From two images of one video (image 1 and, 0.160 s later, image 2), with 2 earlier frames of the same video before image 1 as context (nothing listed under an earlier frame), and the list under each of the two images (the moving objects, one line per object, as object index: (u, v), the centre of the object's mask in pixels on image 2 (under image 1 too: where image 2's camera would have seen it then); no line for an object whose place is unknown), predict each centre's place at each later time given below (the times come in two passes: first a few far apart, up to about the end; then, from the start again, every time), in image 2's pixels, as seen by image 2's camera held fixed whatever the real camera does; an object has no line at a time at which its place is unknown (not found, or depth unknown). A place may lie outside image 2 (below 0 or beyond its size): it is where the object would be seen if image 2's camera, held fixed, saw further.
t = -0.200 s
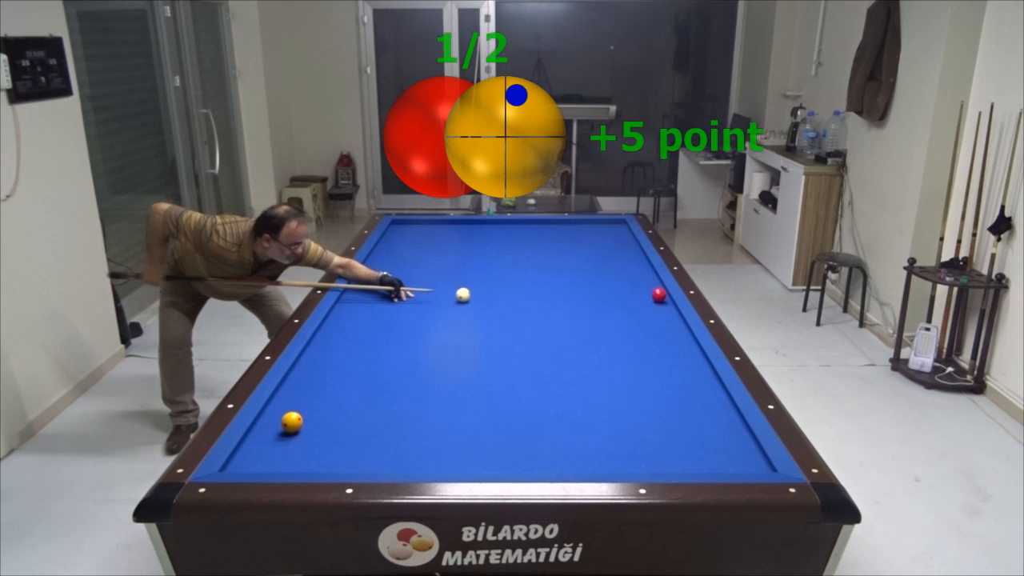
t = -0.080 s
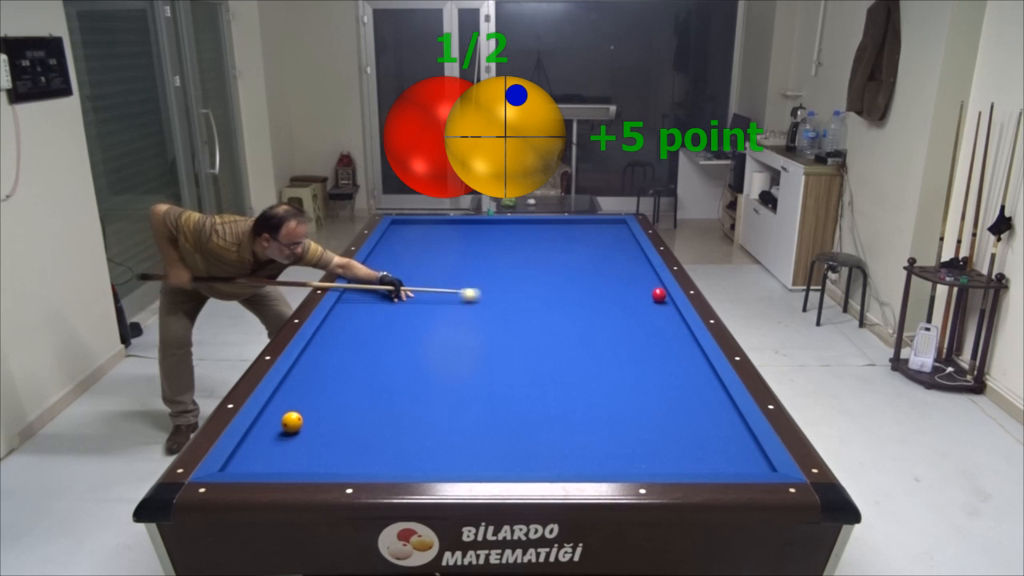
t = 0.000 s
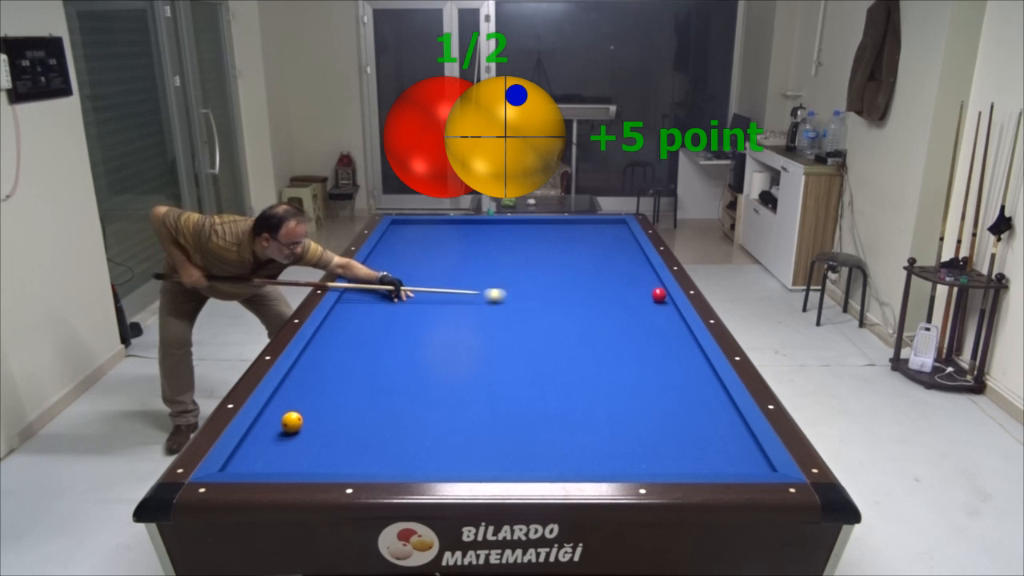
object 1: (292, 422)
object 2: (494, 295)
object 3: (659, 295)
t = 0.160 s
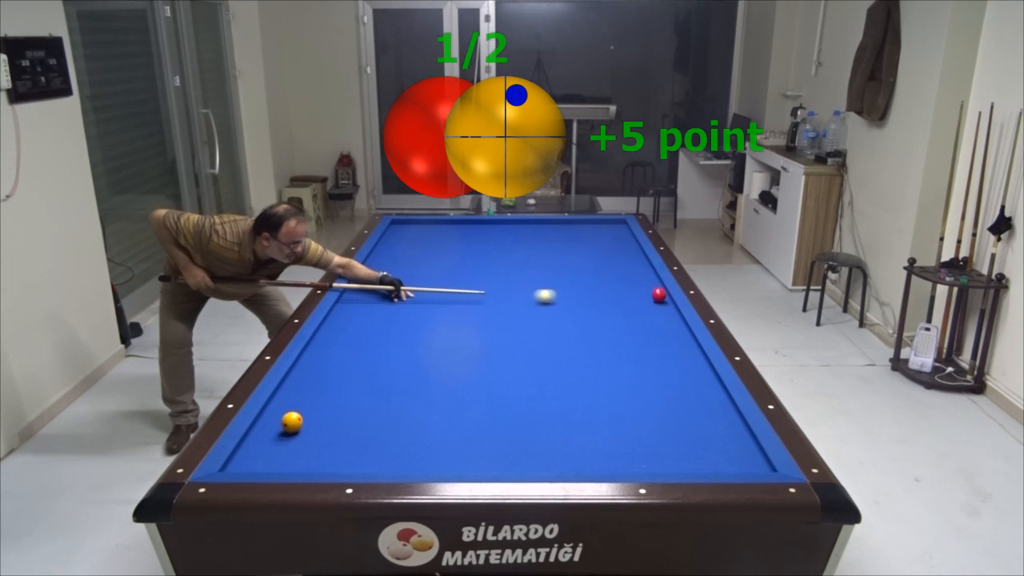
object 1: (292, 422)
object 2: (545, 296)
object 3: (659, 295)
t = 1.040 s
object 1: (292, 422)
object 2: (633, 319)
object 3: (613, 286)
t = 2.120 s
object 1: (292, 422)
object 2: (535, 365)
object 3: (528, 273)
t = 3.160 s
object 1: (292, 422)
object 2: (418, 421)
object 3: (463, 264)
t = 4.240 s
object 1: (292, 422)
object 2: (291, 457)
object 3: (412, 256)
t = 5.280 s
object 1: (300, 419)
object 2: (272, 426)
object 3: (377, 250)
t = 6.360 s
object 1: (335, 408)
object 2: (278, 418)
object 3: (395, 248)
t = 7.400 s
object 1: (353, 403)
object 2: (279, 417)
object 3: (404, 247)
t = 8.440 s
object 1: (358, 403)
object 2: (279, 417)
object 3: (405, 247)
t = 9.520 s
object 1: (358, 403)
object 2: (279, 417)
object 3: (405, 247)
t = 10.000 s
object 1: (358, 403)
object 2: (279, 417)
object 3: (405, 247)
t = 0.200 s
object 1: (292, 422)
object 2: (557, 296)
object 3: (659, 295)
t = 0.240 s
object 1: (292, 422)
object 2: (570, 296)
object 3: (659, 295)
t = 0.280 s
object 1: (292, 422)
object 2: (582, 297)
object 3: (659, 295)
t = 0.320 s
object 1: (292, 422)
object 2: (595, 297)
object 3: (659, 295)
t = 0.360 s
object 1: (292, 422)
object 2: (607, 297)
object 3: (659, 295)
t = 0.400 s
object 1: (292, 422)
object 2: (620, 297)
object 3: (659, 295)
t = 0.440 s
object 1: (292, 422)
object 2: (632, 297)
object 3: (659, 295)
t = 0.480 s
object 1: (292, 422)
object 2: (644, 298)
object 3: (659, 295)
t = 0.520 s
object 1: (292, 422)
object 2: (653, 299)
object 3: (663, 293)
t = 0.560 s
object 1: (292, 422)
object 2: (660, 301)
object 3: (658, 290)
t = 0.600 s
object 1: (292, 422)
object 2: (666, 303)
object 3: (653, 292)
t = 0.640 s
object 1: (292, 422)
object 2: (665, 304)
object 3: (649, 292)
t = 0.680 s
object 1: (292, 422)
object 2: (661, 306)
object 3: (646, 291)
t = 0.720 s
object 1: (292, 422)
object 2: (658, 307)
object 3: (642, 290)
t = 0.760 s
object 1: (292, 422)
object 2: (655, 309)
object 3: (638, 290)
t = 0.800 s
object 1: (292, 422)
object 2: (652, 310)
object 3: (634, 289)
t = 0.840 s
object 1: (292, 422)
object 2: (649, 312)
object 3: (631, 289)
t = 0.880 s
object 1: (292, 422)
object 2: (646, 313)
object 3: (627, 288)
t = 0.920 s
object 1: (292, 422)
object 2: (642, 315)
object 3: (623, 288)
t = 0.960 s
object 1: (292, 422)
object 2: (639, 316)
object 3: (620, 288)
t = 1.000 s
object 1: (292, 422)
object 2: (636, 318)
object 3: (616, 287)
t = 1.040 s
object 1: (292, 422)
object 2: (633, 319)
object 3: (613, 286)
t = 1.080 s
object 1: (292, 422)
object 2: (630, 321)
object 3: (609, 286)
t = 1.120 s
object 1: (292, 422)
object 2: (626, 322)
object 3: (606, 285)
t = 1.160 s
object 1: (292, 422)
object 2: (623, 324)
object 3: (602, 285)
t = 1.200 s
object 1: (292, 422)
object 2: (619, 325)
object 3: (599, 284)
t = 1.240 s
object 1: (292, 422)
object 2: (616, 327)
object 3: (595, 284)
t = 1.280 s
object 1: (292, 422)
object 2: (613, 328)
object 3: (592, 283)
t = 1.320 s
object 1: (292, 422)
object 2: (609, 330)
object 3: (588, 283)
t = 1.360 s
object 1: (292, 422)
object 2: (606, 332)
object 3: (585, 282)
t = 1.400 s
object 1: (292, 422)
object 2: (602, 333)
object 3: (582, 282)
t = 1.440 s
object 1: (292, 422)
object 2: (599, 335)
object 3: (579, 281)
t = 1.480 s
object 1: (292, 422)
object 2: (595, 337)
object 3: (576, 280)
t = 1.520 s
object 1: (292, 422)
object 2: (591, 338)
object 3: (572, 280)
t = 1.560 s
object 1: (292, 422)
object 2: (588, 340)
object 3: (569, 280)
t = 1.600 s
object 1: (292, 422)
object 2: (584, 342)
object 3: (566, 279)
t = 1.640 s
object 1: (292, 422)
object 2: (581, 344)
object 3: (563, 279)
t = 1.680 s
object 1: (292, 422)
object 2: (577, 345)
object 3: (560, 278)
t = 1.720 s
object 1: (292, 422)
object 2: (573, 347)
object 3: (557, 278)
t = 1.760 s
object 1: (292, 422)
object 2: (569, 349)
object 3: (554, 277)
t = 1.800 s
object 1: (292, 422)
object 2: (566, 351)
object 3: (551, 277)
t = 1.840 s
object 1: (292, 422)
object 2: (562, 352)
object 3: (548, 276)
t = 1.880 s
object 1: (292, 422)
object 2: (558, 354)
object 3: (545, 276)
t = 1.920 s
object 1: (292, 422)
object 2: (554, 356)
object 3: (542, 276)
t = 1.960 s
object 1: (292, 422)
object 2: (550, 358)
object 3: (539, 275)
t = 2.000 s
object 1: (292, 422)
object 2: (546, 360)
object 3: (536, 275)
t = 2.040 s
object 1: (292, 422)
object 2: (542, 362)
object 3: (533, 274)
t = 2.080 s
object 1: (292, 422)
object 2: (538, 364)
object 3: (531, 274)
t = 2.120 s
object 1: (292, 422)
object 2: (535, 365)
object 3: (528, 273)
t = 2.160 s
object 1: (292, 422)
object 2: (530, 367)
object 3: (525, 273)
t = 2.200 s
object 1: (292, 422)
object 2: (526, 369)
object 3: (522, 272)
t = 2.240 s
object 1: (292, 422)
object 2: (522, 371)
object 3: (519, 272)
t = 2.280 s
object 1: (292, 422)
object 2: (518, 373)
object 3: (517, 272)
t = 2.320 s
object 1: (292, 422)
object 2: (514, 375)
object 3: (514, 271)
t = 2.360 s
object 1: (292, 422)
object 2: (509, 377)
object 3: (511, 271)
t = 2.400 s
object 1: (292, 422)
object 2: (505, 379)
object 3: (508, 271)
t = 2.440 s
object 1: (292, 422)
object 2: (501, 381)
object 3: (506, 270)
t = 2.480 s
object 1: (292, 422)
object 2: (497, 383)
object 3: (503, 270)
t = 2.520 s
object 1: (292, 422)
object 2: (492, 385)
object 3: (501, 269)
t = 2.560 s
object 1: (292, 422)
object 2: (488, 387)
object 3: (498, 269)
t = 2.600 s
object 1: (292, 422)
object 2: (484, 389)
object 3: (496, 269)
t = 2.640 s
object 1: (292, 422)
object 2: (479, 391)
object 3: (493, 268)
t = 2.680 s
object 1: (292, 422)
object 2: (475, 394)
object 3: (491, 268)
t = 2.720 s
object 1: (292, 422)
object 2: (470, 396)
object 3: (488, 268)
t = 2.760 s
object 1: (292, 422)
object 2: (466, 398)
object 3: (486, 267)
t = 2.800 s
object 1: (292, 422)
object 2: (461, 400)
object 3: (483, 267)
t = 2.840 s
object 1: (292, 422)
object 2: (456, 402)
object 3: (481, 267)
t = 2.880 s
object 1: (292, 422)
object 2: (452, 405)
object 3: (479, 266)
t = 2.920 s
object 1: (292, 422)
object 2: (447, 407)
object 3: (476, 266)
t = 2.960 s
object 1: (292, 422)
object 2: (442, 409)
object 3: (474, 265)
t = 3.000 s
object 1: (292, 422)
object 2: (437, 412)
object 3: (472, 265)
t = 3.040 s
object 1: (292, 422)
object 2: (433, 414)
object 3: (469, 265)
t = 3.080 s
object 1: (292, 422)
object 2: (428, 416)
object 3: (467, 265)
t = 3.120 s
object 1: (292, 422)
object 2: (423, 418)
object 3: (465, 264)
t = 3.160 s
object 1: (292, 422)
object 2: (418, 421)
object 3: (463, 264)
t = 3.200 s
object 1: (292, 422)
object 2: (413, 423)
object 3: (461, 264)
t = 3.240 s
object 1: (292, 422)
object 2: (408, 426)
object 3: (459, 263)
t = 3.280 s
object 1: (292, 422)
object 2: (403, 428)
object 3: (457, 263)
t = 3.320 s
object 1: (292, 422)
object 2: (398, 430)
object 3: (454, 263)
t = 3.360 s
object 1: (292, 422)
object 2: (392, 433)
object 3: (452, 262)
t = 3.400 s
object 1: (292, 422)
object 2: (388, 435)
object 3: (450, 262)
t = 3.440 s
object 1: (292, 422)
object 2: (382, 437)
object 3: (448, 262)
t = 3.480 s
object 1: (292, 422)
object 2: (377, 440)
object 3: (446, 262)
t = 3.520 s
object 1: (292, 422)
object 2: (372, 443)
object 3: (444, 261)
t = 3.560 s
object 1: (292, 422)
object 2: (366, 445)
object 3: (442, 261)
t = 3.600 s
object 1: (292, 422)
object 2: (361, 447)
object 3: (440, 261)
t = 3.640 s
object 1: (292, 422)
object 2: (355, 450)
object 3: (438, 261)
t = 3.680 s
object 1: (292, 422)
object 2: (350, 453)
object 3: (436, 260)
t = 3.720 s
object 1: (292, 422)
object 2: (344, 455)
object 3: (434, 260)
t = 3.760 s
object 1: (292, 422)
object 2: (339, 458)
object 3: (432, 260)
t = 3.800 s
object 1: (292, 422)
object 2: (333, 460)
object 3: (431, 260)
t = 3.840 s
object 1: (292, 422)
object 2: (328, 461)
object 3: (429, 259)
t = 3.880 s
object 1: (292, 422)
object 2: (322, 463)
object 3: (427, 259)
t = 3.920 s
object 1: (292, 422)
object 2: (316, 465)
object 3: (425, 258)
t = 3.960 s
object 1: (292, 422)
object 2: (312, 465)
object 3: (423, 258)
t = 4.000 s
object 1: (292, 422)
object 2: (309, 463)
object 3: (422, 258)
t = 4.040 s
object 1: (292, 422)
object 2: (306, 462)
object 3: (420, 258)
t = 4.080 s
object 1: (292, 422)
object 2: (303, 461)
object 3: (418, 257)
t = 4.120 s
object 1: (292, 422)
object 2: (300, 460)
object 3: (416, 257)
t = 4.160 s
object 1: (292, 422)
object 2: (297, 459)
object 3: (415, 257)
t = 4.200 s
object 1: (292, 422)
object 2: (294, 458)
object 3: (413, 256)
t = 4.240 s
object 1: (292, 422)
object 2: (291, 457)
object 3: (412, 256)
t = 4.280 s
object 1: (292, 422)
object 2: (288, 455)
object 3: (410, 256)
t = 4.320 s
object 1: (292, 422)
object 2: (286, 453)
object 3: (408, 256)
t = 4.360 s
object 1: (292, 422)
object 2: (283, 452)
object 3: (406, 256)
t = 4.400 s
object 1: (292, 422)
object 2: (280, 450)
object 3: (405, 255)
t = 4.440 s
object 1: (292, 422)
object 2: (278, 449)
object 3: (403, 255)
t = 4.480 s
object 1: (292, 422)
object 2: (275, 448)
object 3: (402, 255)
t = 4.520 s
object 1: (292, 422)
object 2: (272, 446)
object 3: (400, 255)
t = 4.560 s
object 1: (292, 422)
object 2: (270, 445)
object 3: (399, 254)
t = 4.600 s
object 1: (292, 422)
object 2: (267, 444)
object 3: (397, 254)
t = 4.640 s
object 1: (292, 422)
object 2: (265, 442)
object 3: (396, 254)
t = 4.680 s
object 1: (292, 422)
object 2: (263, 441)
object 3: (394, 253)
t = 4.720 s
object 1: (292, 422)
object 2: (260, 440)
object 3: (393, 253)
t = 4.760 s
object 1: (292, 422)
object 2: (258, 438)
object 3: (391, 253)
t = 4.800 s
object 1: (292, 422)
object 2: (255, 437)
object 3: (390, 253)
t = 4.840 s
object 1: (292, 422)
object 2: (255, 435)
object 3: (389, 252)
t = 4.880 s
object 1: (292, 422)
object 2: (258, 434)
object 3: (387, 252)
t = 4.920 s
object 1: (292, 422)
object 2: (261, 433)
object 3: (386, 252)
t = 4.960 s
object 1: (292, 422)
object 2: (263, 432)
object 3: (384, 252)
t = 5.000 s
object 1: (292, 422)
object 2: (266, 431)
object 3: (383, 252)
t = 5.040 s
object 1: (292, 422)
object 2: (268, 429)
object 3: (382, 252)
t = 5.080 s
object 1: (292, 422)
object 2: (270, 428)
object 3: (380, 251)
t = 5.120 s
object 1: (293, 421)
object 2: (271, 428)
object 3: (379, 251)
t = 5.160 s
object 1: (295, 421)
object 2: (271, 427)
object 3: (378, 251)
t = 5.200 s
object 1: (297, 420)
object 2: (272, 427)
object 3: (377, 251)
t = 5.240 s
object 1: (299, 420)
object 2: (272, 426)
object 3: (377, 250)
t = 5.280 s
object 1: (300, 419)
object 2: (272, 426)
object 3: (377, 250)
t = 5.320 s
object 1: (302, 418)
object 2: (273, 426)
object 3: (378, 250)
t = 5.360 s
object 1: (304, 418)
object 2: (273, 425)
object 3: (379, 250)
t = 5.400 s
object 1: (305, 418)
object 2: (273, 425)
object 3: (380, 250)
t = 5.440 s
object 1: (307, 417)
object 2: (274, 424)
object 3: (381, 250)
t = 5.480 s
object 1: (308, 417)
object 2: (274, 424)
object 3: (381, 250)
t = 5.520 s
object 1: (309, 416)
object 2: (274, 423)
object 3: (382, 250)
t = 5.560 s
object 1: (311, 416)
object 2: (274, 423)
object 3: (383, 250)
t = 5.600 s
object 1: (312, 415)
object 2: (275, 423)
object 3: (383, 249)
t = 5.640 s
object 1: (314, 415)
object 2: (275, 422)
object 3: (384, 249)
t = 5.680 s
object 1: (315, 414)
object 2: (275, 422)
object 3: (385, 249)
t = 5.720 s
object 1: (316, 414)
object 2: (275, 422)
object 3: (386, 249)
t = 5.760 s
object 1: (317, 413)
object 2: (275, 421)
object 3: (386, 249)
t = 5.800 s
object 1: (319, 413)
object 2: (276, 421)
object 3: (387, 249)
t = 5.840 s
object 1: (320, 412)
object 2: (276, 421)
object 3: (388, 249)
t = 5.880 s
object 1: (321, 412)
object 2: (276, 421)
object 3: (388, 249)
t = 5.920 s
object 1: (322, 412)
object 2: (276, 420)
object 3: (389, 249)
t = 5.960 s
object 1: (324, 412)
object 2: (277, 420)
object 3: (389, 248)
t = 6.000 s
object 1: (325, 411)
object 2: (277, 420)
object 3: (390, 248)
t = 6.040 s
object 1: (326, 411)
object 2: (277, 420)
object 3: (391, 248)
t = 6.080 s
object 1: (327, 410)
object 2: (277, 420)
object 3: (391, 248)
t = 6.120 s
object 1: (328, 410)
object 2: (277, 419)
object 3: (392, 248)
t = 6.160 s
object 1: (329, 410)
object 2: (278, 419)
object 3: (393, 248)
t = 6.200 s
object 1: (330, 409)
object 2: (278, 419)
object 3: (393, 248)
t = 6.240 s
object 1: (331, 409)
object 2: (278, 419)
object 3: (394, 248)
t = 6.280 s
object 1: (332, 409)
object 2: (278, 418)
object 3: (394, 248)
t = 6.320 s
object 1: (333, 408)
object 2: (278, 418)
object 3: (395, 248)
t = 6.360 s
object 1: (335, 408)
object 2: (278, 418)
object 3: (395, 248)
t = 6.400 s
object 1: (335, 407)
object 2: (278, 418)
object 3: (396, 248)
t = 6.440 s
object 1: (336, 407)
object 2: (279, 418)
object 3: (396, 248)
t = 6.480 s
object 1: (337, 407)
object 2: (279, 418)
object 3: (396, 248)
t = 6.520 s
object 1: (338, 407)
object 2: (279, 418)
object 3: (397, 247)
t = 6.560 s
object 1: (339, 406)
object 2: (279, 418)
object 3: (397, 247)
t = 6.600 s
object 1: (340, 406)
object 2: (279, 418)
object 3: (398, 247)
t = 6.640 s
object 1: (341, 406)
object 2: (279, 418)
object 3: (398, 247)
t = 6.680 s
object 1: (342, 406)
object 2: (279, 418)
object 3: (399, 247)
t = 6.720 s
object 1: (342, 405)
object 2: (279, 418)
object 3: (399, 247)
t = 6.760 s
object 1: (343, 405)
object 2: (279, 418)
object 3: (399, 247)
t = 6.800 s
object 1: (344, 405)
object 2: (279, 418)
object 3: (400, 247)
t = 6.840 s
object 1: (345, 405)
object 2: (279, 418)
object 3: (400, 247)
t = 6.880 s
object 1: (345, 404)
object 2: (279, 418)
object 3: (401, 247)
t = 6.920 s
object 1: (346, 404)
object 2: (279, 418)
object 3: (401, 247)
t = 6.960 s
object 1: (347, 404)
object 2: (279, 418)
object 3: (401, 247)
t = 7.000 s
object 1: (347, 404)
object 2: (279, 418)
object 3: (402, 247)
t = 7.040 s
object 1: (348, 404)
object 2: (279, 417)
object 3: (402, 247)
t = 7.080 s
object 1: (349, 404)
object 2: (279, 417)
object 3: (402, 247)
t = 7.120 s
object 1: (349, 403)
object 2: (279, 418)
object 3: (402, 247)
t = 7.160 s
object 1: (350, 403)
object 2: (279, 417)
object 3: (403, 247)
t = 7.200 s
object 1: (350, 403)
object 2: (279, 417)
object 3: (403, 247)
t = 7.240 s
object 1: (351, 403)
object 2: (279, 417)
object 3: (403, 247)
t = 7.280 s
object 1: (352, 403)
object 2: (279, 418)
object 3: (403, 247)
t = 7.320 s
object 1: (352, 403)
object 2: (279, 418)
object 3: (403, 247)
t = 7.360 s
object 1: (353, 403)
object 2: (279, 417)
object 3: (404, 247)
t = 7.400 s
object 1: (353, 403)
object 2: (279, 417)
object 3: (404, 247)
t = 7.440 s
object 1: (354, 403)
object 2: (279, 417)
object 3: (404, 247)
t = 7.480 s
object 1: (354, 403)
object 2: (279, 417)
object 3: (404, 247)
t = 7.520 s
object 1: (355, 403)
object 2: (279, 417)
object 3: (404, 247)
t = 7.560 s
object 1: (355, 403)
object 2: (279, 417)
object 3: (404, 247)
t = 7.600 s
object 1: (355, 403)
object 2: (279, 417)
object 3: (405, 247)
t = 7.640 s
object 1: (356, 403)
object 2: (279, 417)
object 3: (405, 247)
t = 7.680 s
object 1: (356, 403)
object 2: (279, 417)
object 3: (405, 247)
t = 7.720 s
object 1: (356, 403)
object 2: (279, 417)
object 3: (405, 247)
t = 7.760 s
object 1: (356, 403)
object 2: (279, 417)
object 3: (405, 247)
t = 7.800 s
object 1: (356, 403)
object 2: (279, 417)
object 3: (405, 247)
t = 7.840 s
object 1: (357, 403)
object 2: (279, 417)
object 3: (405, 247)
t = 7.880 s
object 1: (357, 403)
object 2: (279, 417)
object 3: (405, 247)
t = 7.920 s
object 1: (357, 403)
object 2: (279, 417)
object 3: (405, 247)
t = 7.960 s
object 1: (357, 403)
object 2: (279, 417)
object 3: (405, 247)
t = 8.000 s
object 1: (357, 403)
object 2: (279, 417)
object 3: (405, 247)
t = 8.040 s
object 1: (357, 403)
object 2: (279, 417)
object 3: (405, 247)
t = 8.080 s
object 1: (358, 403)
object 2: (279, 417)
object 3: (405, 247)
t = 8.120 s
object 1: (358, 403)
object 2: (279, 417)
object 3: (405, 247)
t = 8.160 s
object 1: (358, 403)
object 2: (279, 417)
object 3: (405, 247)
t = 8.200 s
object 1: (358, 403)
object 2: (279, 417)
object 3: (405, 247)
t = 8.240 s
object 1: (358, 403)
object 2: (279, 417)
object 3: (405, 247)
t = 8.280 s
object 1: (358, 403)
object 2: (279, 417)
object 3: (405, 247)
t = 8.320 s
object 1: (358, 403)
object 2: (279, 417)
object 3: (405, 247)
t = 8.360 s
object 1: (358, 403)
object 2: (279, 417)
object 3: (405, 247)
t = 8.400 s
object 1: (358, 403)
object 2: (279, 417)
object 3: (405, 247)
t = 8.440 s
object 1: (358, 403)
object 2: (279, 417)
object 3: (405, 247)
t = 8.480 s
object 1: (358, 403)
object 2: (279, 417)
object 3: (405, 247)
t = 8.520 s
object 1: (358, 403)
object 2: (279, 417)
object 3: (405, 247)
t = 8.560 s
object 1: (358, 403)
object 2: (279, 417)
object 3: (405, 247)
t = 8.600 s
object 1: (358, 403)
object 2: (279, 417)
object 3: (405, 247)
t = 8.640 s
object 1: (358, 403)
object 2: (279, 417)
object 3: (405, 247)
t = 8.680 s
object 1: (358, 403)
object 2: (279, 417)
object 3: (405, 247)
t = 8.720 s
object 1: (358, 403)
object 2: (279, 417)
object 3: (405, 247)
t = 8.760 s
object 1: (358, 403)
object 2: (279, 417)
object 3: (405, 247)
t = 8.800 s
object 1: (358, 403)
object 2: (279, 417)
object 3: (405, 247)
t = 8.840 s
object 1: (358, 403)
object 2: (279, 417)
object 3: (405, 247)
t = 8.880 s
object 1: (358, 403)
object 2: (279, 417)
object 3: (405, 247)
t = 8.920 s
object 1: (358, 403)
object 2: (279, 417)
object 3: (405, 247)
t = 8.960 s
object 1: (358, 403)
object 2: (279, 417)
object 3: (405, 247)
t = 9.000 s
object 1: (358, 403)
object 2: (279, 417)
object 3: (405, 247)
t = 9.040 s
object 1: (358, 403)
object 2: (279, 417)
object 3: (405, 247)
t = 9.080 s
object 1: (358, 403)
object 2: (279, 417)
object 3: (405, 247)
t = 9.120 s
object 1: (358, 403)
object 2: (279, 417)
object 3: (405, 247)
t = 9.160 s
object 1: (358, 403)
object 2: (279, 417)
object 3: (405, 247)
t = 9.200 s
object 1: (358, 403)
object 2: (279, 417)
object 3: (405, 247)
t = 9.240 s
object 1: (358, 403)
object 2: (279, 417)
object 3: (405, 247)
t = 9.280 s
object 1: (358, 403)
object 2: (279, 417)
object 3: (405, 247)
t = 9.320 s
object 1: (358, 403)
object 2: (279, 417)
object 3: (405, 247)
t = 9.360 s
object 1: (358, 403)
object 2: (279, 417)
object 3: (405, 247)
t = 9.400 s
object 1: (358, 403)
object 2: (279, 417)
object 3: (405, 247)
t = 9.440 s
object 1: (358, 403)
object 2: (279, 417)
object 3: (405, 247)
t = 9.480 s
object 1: (358, 403)
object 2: (279, 417)
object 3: (405, 247)
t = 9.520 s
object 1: (358, 403)
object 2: (279, 417)
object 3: (405, 247)
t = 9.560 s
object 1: (358, 403)
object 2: (279, 417)
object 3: (405, 247)
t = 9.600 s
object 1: (358, 403)
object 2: (279, 417)
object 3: (405, 247)
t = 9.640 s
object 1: (358, 403)
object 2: (279, 417)
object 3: (405, 247)
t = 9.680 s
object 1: (358, 403)
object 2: (279, 417)
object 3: (405, 247)
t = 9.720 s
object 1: (358, 403)
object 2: (279, 417)
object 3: (405, 247)
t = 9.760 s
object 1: (358, 403)
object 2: (279, 417)
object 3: (405, 247)
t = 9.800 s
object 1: (358, 403)
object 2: (279, 417)
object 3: (405, 247)
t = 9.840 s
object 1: (358, 403)
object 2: (279, 417)
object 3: (405, 247)
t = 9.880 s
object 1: (358, 403)
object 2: (279, 417)
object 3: (405, 247)
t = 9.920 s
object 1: (358, 403)
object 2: (279, 417)
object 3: (405, 247)
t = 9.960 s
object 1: (358, 403)
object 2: (279, 417)
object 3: (405, 247)
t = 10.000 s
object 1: (358, 403)
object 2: (279, 417)
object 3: (405, 247)
